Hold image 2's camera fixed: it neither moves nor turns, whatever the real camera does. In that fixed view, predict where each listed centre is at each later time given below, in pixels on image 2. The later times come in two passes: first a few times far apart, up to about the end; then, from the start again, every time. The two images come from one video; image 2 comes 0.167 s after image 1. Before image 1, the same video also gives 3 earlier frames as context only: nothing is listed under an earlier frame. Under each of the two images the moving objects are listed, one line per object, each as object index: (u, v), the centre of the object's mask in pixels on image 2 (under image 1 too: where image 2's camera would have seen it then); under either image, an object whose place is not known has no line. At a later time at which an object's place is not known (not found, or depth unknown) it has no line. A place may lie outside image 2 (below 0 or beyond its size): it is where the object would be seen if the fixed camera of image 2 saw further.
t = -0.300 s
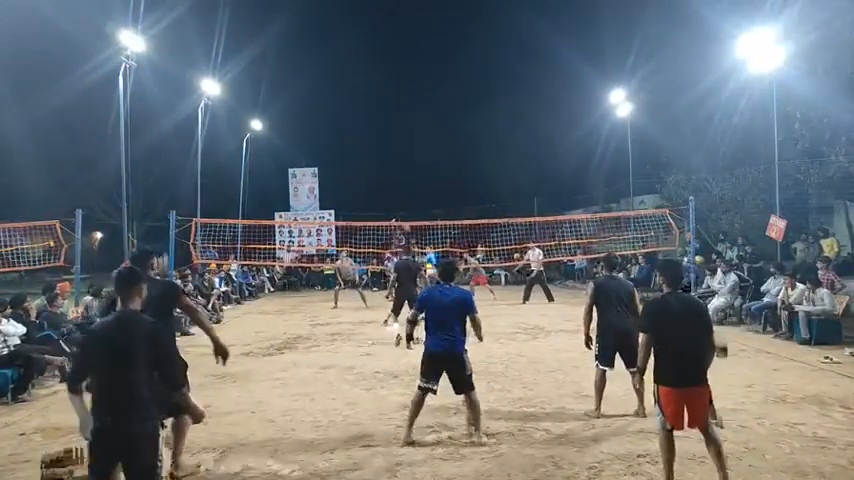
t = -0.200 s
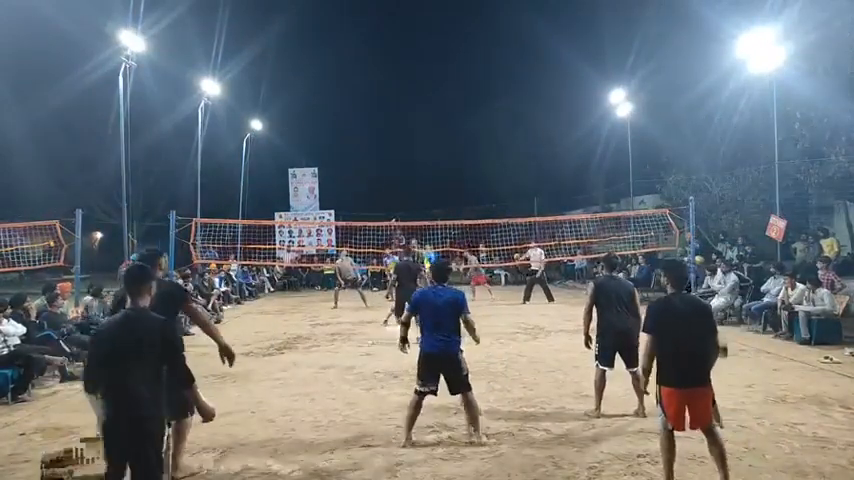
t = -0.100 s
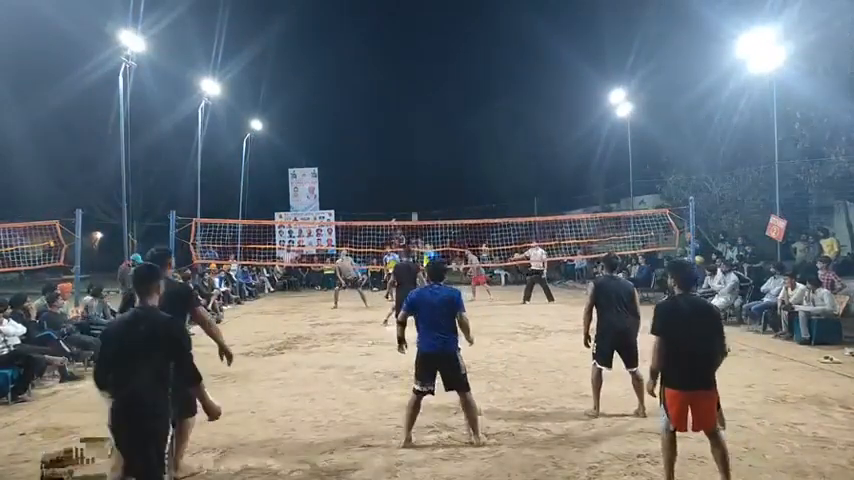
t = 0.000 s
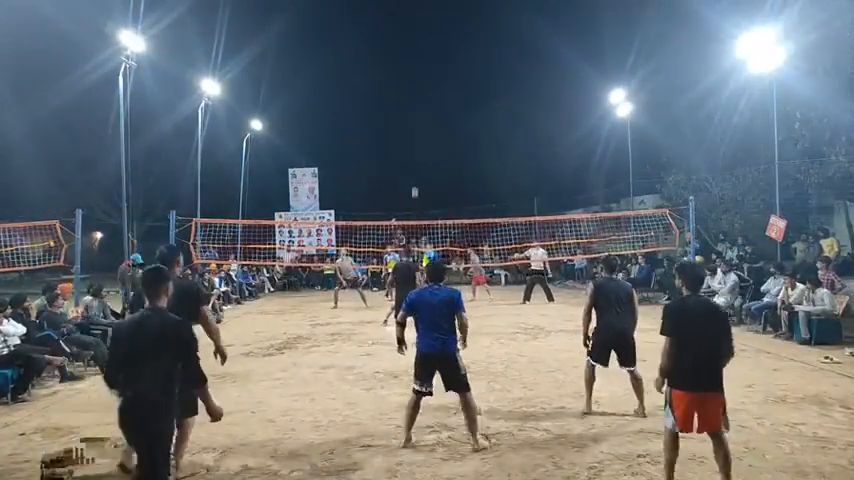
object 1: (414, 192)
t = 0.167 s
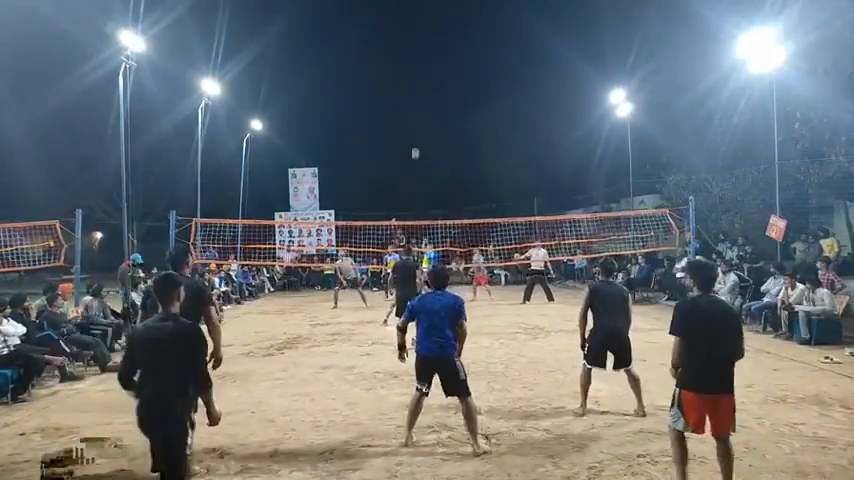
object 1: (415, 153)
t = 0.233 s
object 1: (415, 139)
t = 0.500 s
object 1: (417, 88)
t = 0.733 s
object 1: (420, 60)
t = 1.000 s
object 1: (427, 62)
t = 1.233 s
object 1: (437, 118)
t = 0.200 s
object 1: (415, 146)
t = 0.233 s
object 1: (415, 139)
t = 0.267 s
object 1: (415, 132)
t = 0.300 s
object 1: (415, 124)
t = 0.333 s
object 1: (416, 118)
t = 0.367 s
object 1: (416, 112)
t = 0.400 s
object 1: (416, 105)
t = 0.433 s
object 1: (416, 99)
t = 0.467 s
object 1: (416, 94)
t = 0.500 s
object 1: (417, 88)
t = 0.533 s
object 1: (417, 83)
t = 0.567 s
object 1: (417, 79)
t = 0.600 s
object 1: (418, 74)
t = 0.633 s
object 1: (418, 70)
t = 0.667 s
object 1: (419, 66)
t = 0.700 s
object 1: (419, 63)
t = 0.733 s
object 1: (420, 60)
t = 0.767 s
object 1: (421, 58)
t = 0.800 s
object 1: (421, 56)
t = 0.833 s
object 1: (422, 55)
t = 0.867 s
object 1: (423, 55)
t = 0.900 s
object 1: (424, 56)
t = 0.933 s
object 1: (424, 57)
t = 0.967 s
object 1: (425, 59)
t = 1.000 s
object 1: (427, 62)
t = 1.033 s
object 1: (428, 67)
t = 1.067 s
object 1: (429, 71)
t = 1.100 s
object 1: (430, 78)
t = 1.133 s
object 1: (432, 85)
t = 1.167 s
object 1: (434, 94)
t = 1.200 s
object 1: (436, 105)
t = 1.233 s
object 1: (437, 118)
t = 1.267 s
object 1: (439, 133)
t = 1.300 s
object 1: (442, 150)
